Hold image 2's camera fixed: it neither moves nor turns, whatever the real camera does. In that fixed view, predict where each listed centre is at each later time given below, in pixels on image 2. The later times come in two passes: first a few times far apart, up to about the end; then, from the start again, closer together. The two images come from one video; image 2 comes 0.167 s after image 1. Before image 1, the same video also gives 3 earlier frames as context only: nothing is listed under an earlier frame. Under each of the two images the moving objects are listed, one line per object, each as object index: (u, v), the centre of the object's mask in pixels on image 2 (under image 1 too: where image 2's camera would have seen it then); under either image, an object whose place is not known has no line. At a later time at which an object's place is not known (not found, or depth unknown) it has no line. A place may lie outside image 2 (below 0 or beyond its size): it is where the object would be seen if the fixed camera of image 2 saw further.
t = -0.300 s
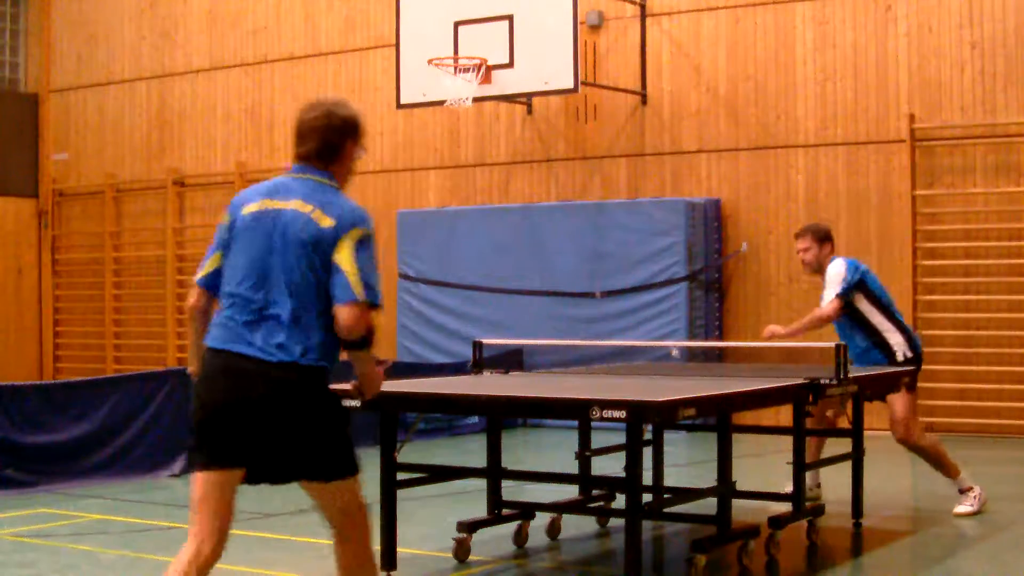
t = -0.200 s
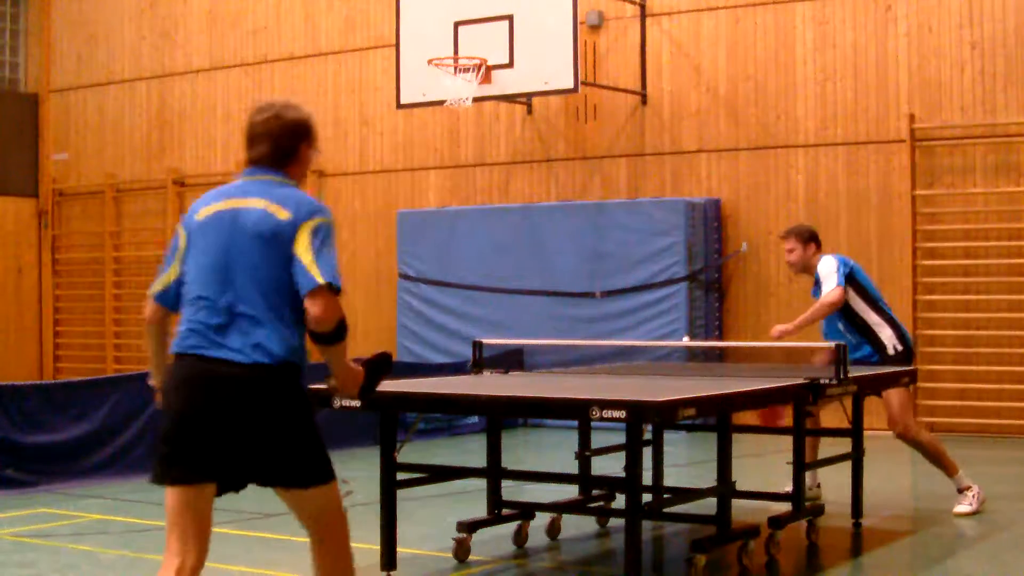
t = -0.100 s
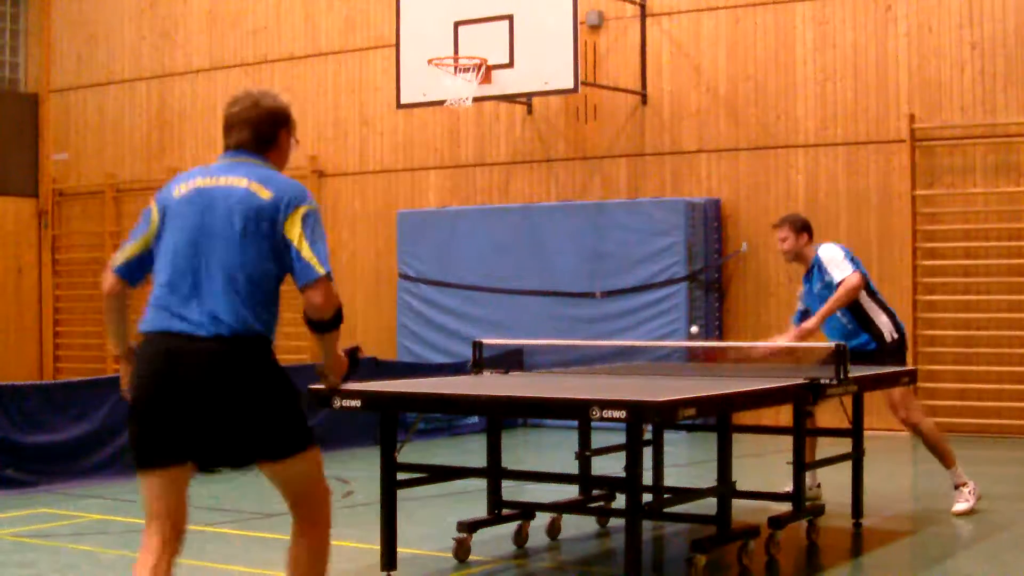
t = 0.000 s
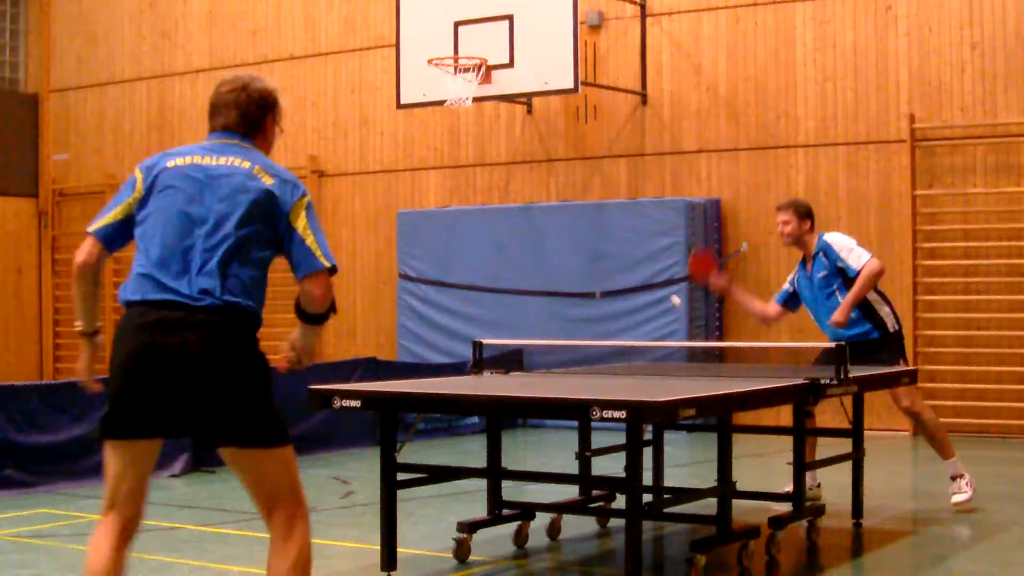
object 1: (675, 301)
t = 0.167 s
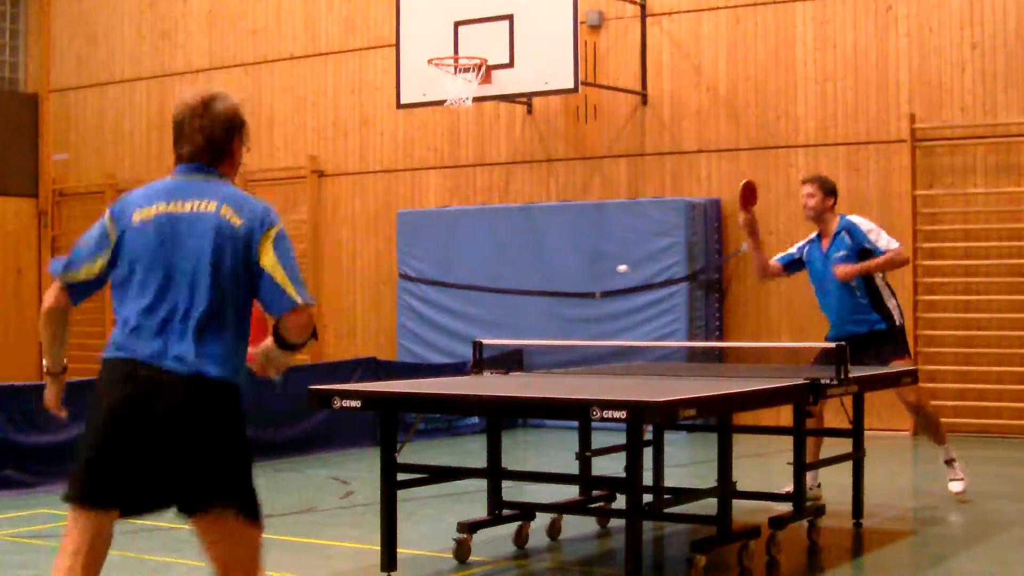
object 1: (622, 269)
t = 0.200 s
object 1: (612, 269)
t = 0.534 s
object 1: (492, 333)
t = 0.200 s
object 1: (612, 269)
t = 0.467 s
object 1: (517, 367)
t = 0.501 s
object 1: (505, 351)
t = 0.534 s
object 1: (492, 333)
